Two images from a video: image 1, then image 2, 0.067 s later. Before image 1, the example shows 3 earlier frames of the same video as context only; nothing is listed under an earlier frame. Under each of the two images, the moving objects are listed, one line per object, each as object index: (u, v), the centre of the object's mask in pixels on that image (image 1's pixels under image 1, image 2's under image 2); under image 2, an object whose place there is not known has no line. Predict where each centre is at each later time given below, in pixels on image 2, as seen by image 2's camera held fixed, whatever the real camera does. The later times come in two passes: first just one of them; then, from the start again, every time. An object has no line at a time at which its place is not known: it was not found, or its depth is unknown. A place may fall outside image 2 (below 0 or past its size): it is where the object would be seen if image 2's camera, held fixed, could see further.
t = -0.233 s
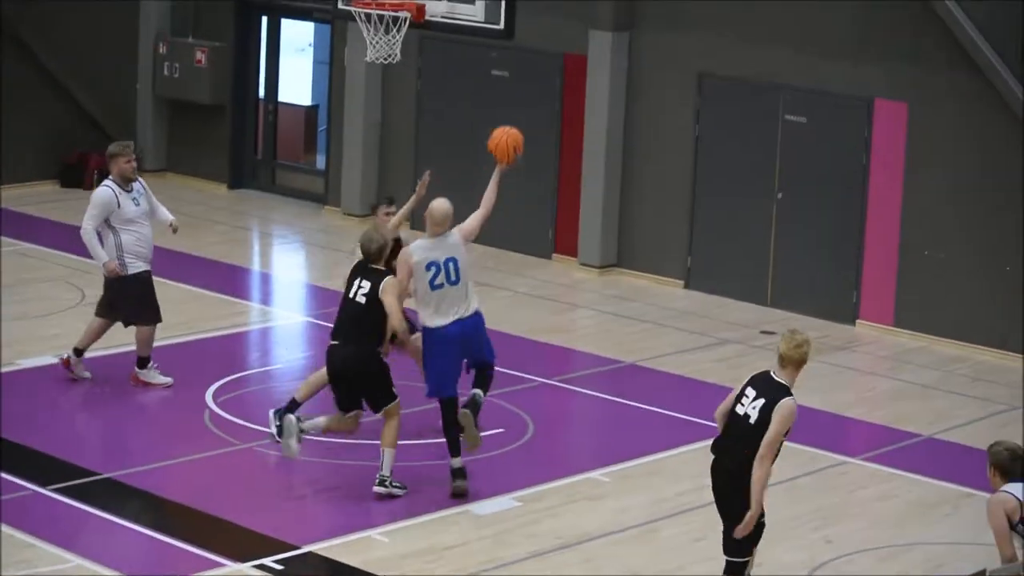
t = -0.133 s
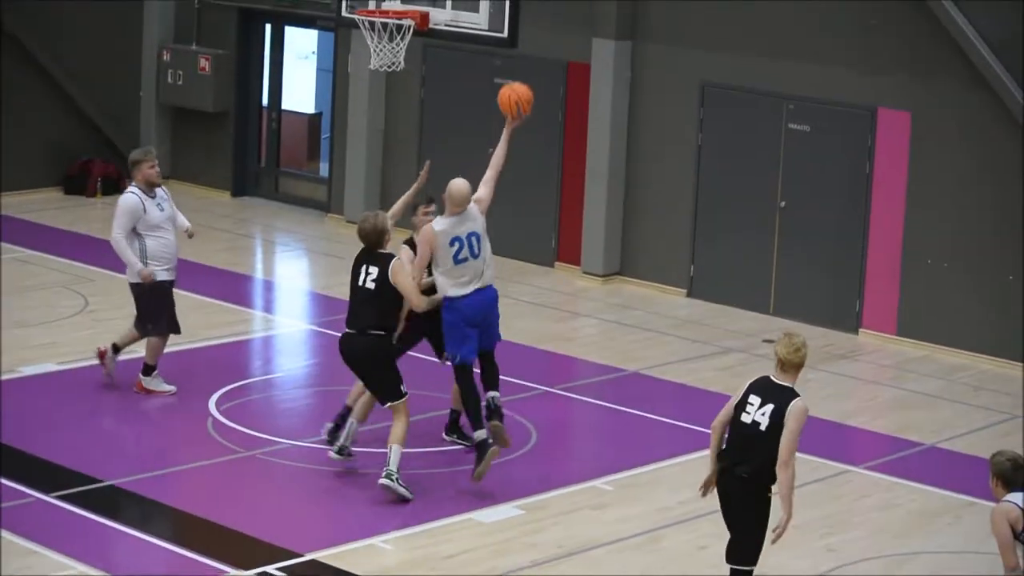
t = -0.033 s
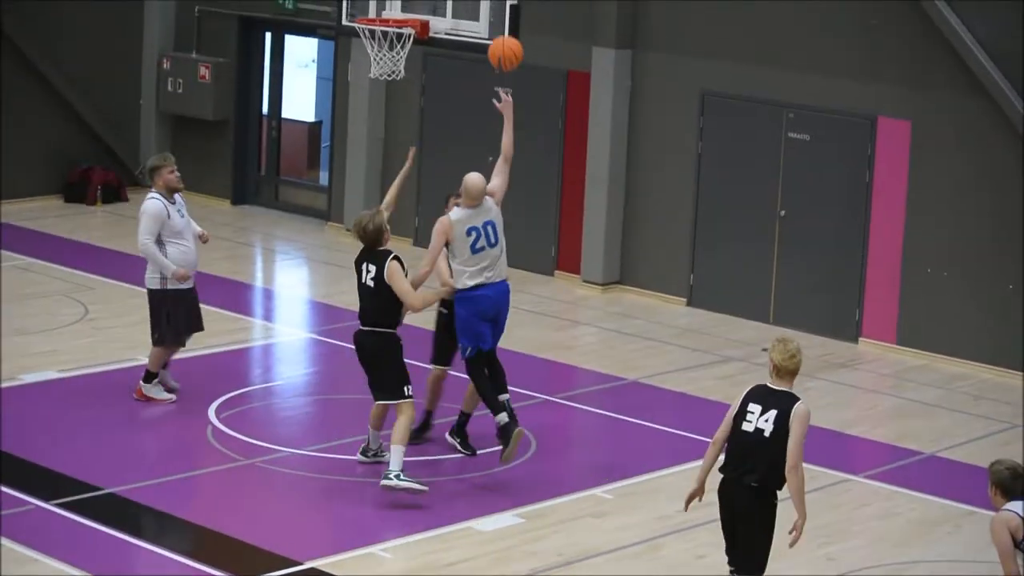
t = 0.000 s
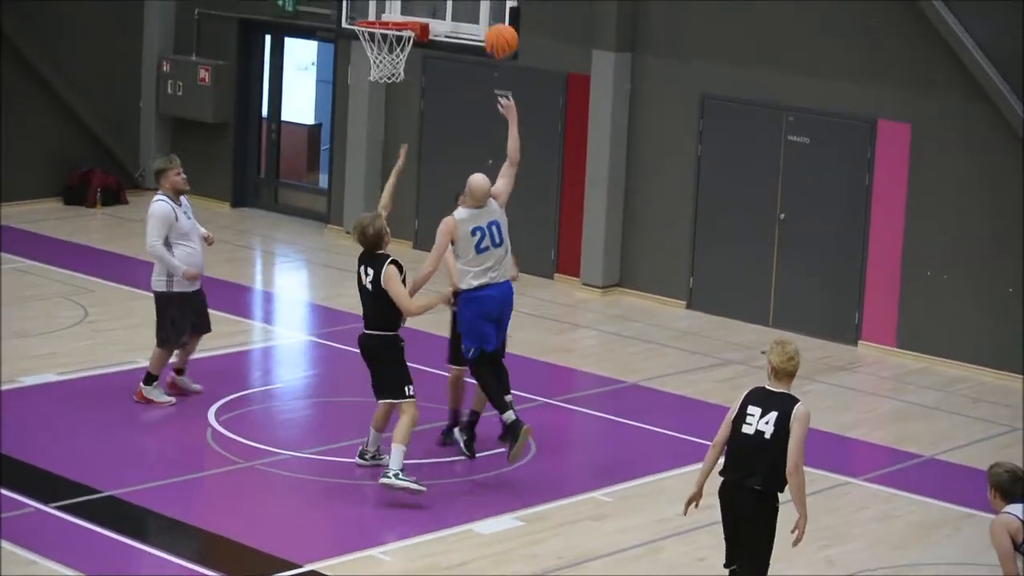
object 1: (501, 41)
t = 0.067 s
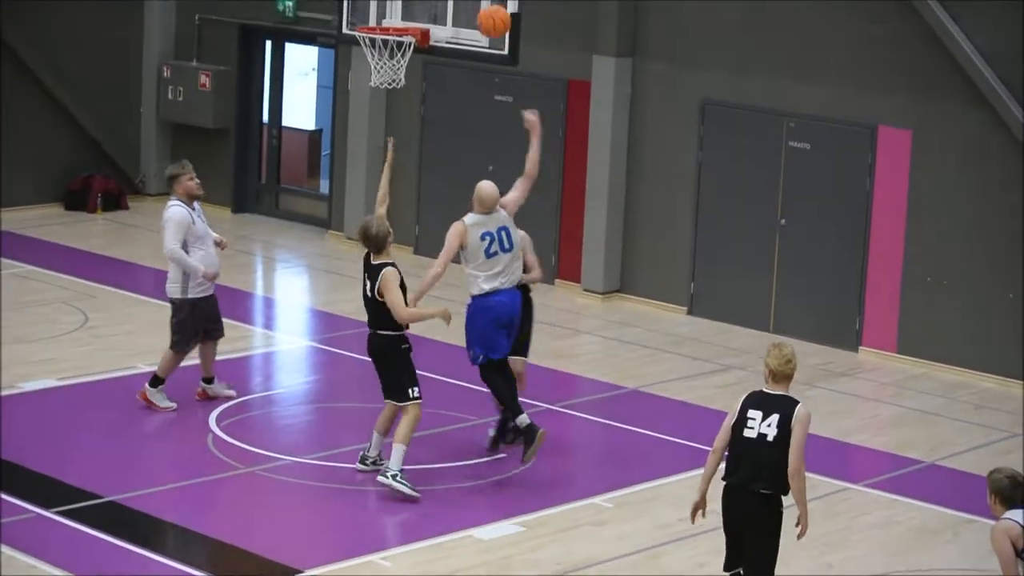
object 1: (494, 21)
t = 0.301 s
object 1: (465, -11)
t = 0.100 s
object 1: (489, 12)
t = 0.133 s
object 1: (486, 6)
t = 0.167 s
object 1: (482, 1)
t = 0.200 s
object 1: (477, -3)
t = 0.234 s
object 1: (473, -6)
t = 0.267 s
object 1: (469, -8)
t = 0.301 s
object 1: (465, -11)
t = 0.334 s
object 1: (461, -12)
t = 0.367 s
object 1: (458, -11)
